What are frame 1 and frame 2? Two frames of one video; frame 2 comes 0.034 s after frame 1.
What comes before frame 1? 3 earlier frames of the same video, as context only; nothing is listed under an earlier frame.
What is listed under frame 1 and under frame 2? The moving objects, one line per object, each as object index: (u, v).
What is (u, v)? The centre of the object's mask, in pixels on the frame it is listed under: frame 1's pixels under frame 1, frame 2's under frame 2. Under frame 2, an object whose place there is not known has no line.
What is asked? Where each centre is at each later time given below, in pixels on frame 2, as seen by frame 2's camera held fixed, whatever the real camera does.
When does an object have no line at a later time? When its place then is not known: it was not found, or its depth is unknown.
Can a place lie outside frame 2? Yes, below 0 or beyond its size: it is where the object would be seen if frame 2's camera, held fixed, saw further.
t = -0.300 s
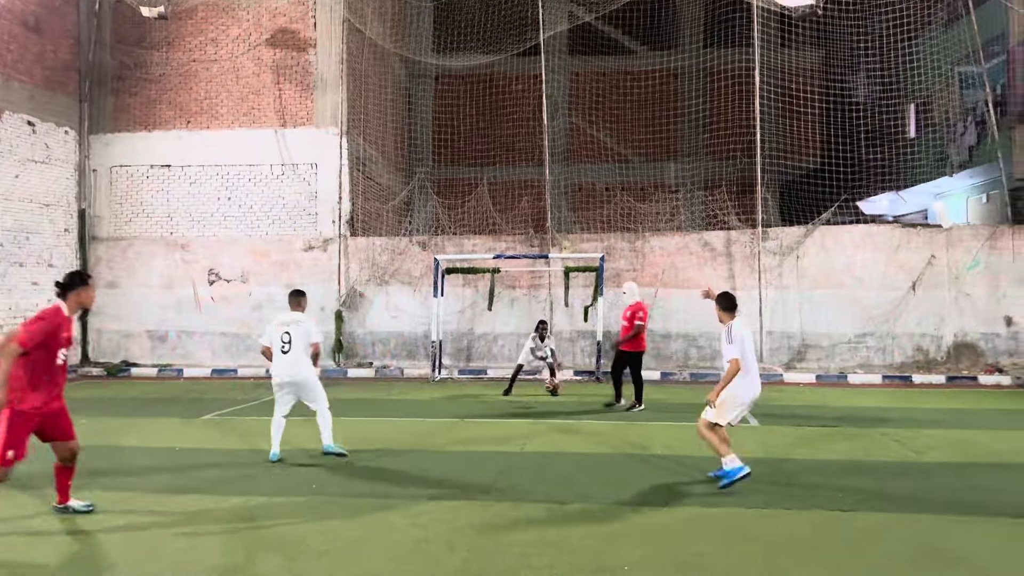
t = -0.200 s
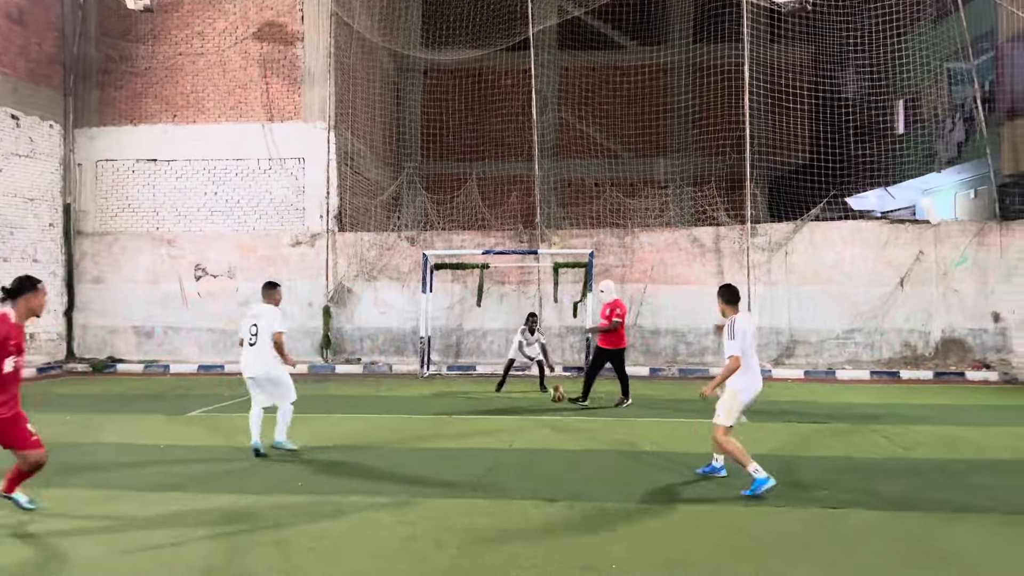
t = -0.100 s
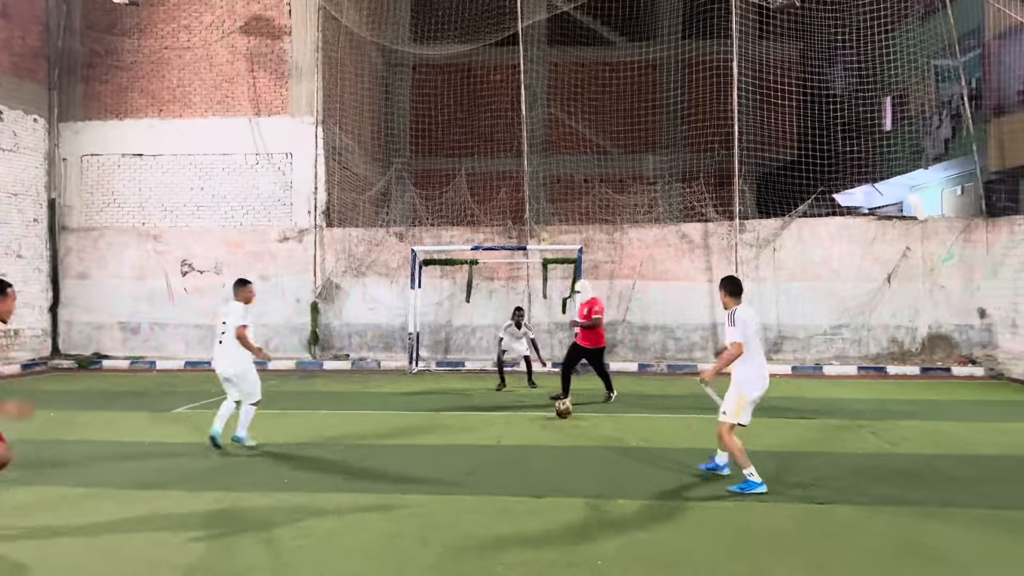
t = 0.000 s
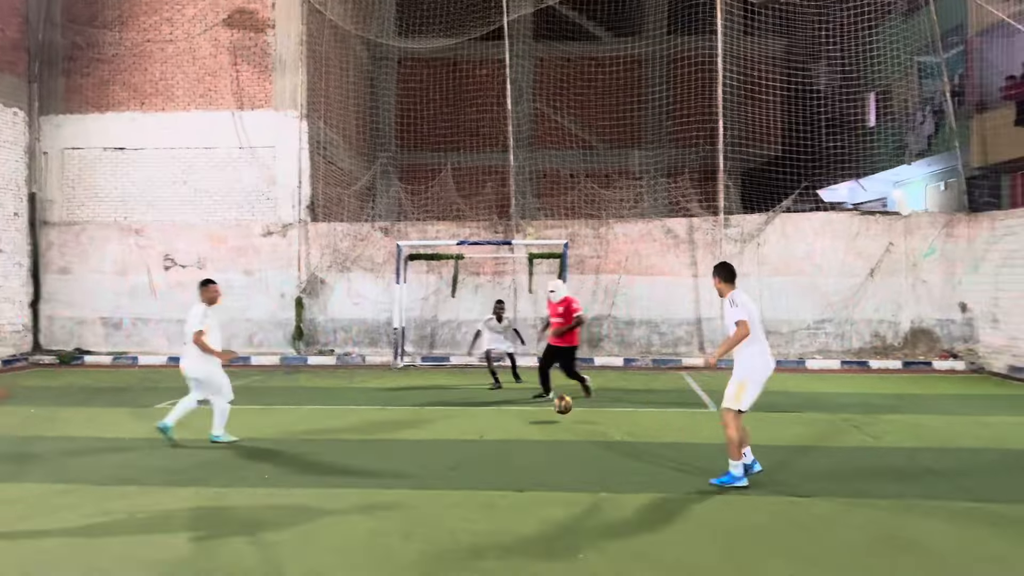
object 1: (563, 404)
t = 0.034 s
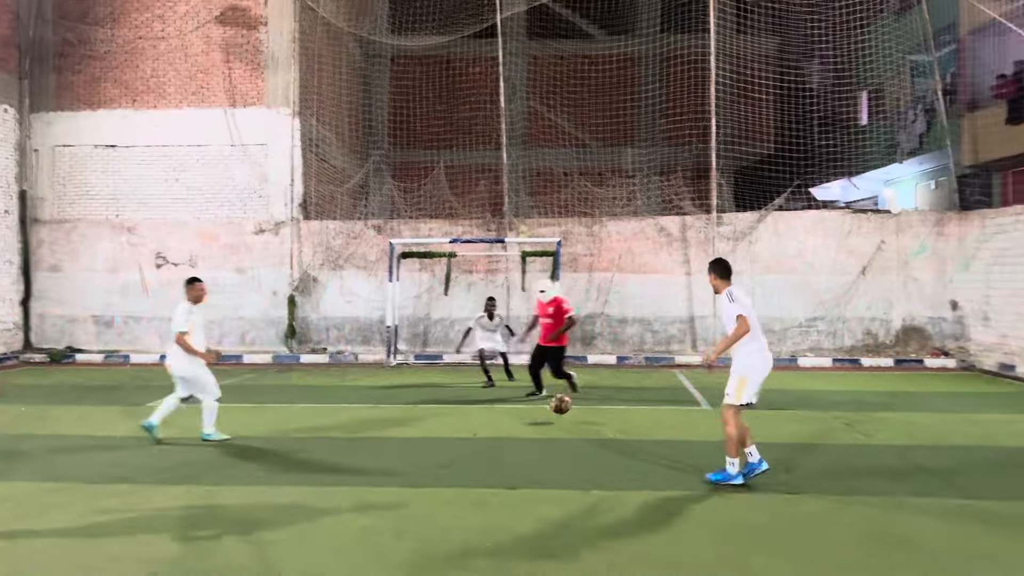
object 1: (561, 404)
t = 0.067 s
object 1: (568, 407)
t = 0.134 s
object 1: (583, 420)
